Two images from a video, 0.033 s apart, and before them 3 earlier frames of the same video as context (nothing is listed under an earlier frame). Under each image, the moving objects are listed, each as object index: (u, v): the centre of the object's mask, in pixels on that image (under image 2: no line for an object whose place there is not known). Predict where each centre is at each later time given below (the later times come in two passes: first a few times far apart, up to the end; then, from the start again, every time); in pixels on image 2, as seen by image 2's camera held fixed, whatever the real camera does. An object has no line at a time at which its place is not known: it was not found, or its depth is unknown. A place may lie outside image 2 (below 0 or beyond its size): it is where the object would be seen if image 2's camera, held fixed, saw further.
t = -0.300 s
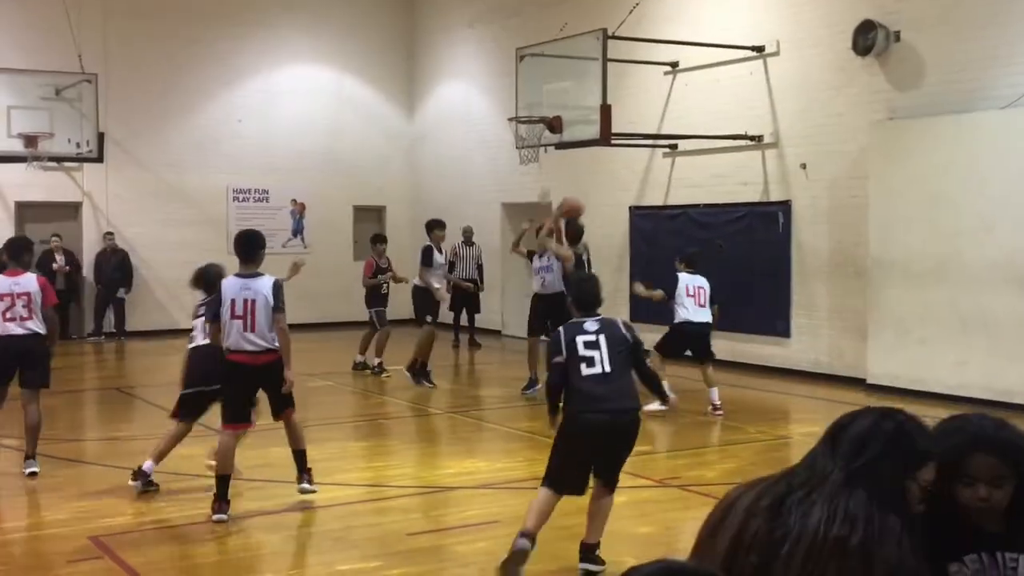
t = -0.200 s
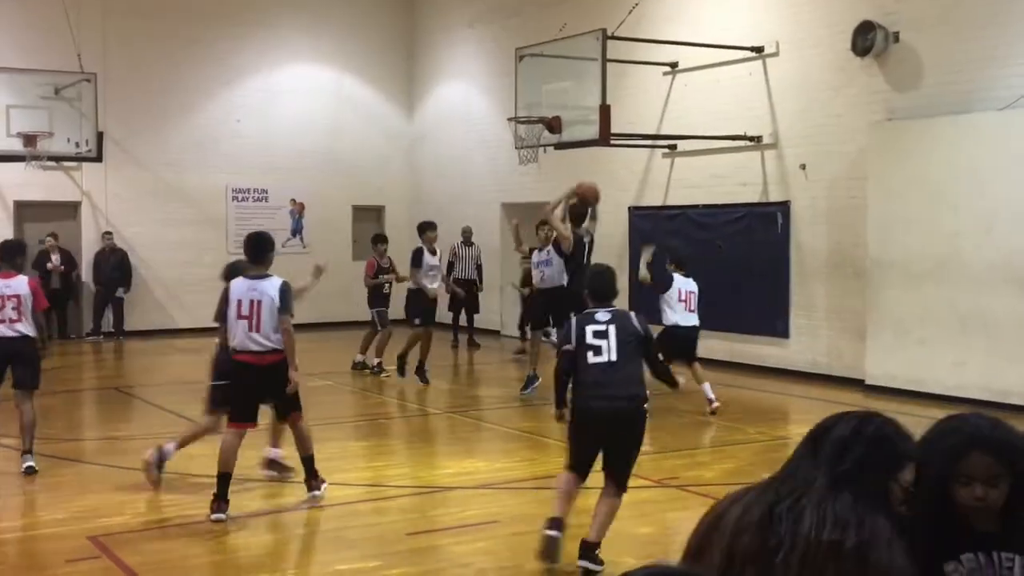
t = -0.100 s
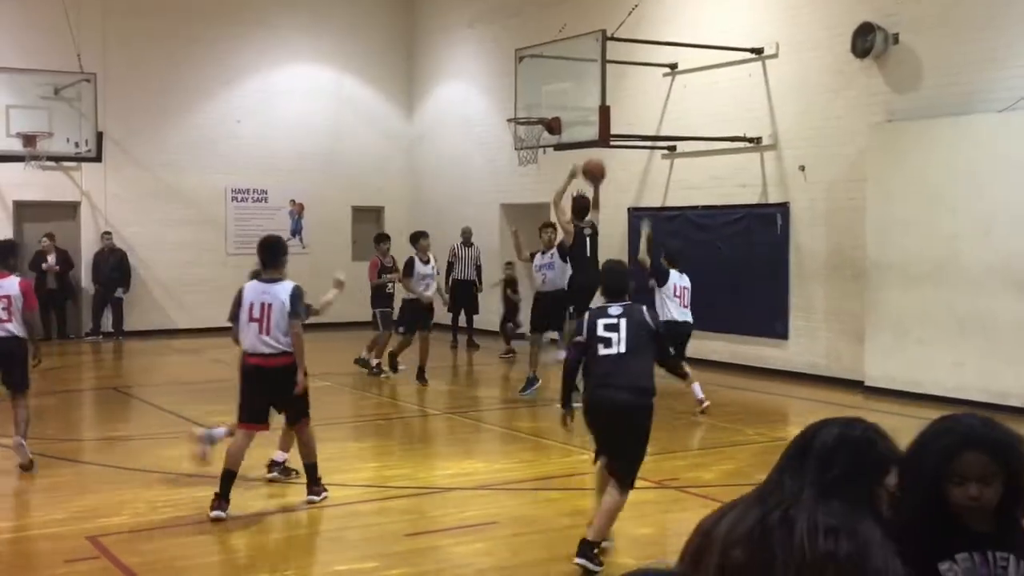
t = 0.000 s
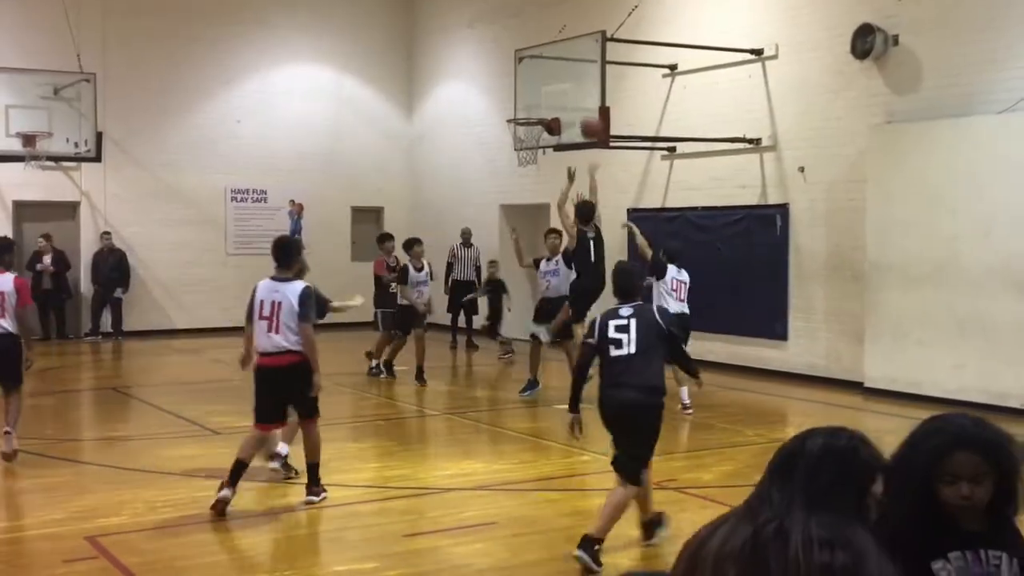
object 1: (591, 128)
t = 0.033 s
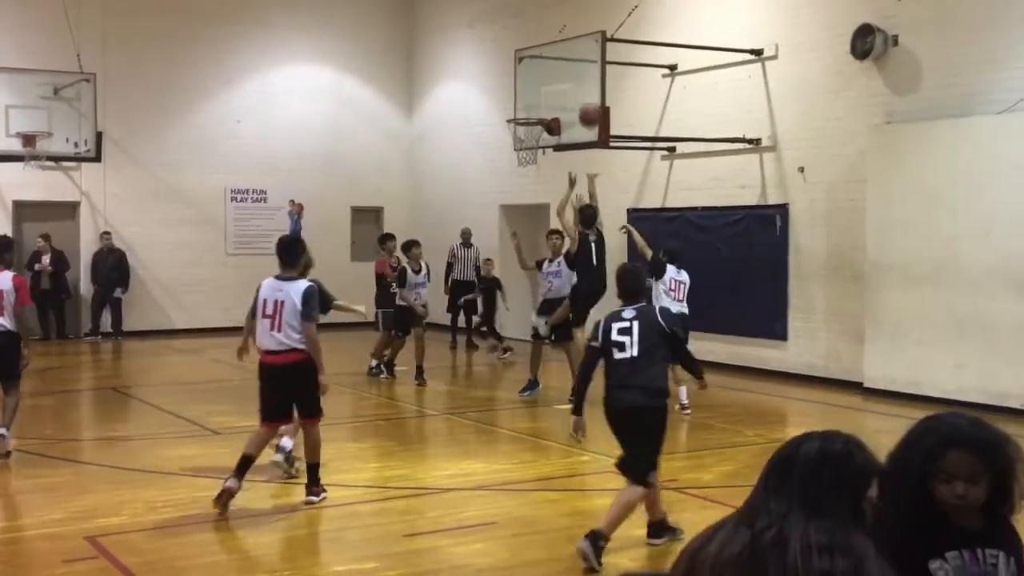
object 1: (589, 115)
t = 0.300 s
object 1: (579, 52)
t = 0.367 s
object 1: (577, 47)
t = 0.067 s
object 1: (588, 103)
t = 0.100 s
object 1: (587, 93)
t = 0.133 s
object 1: (586, 83)
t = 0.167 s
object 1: (585, 74)
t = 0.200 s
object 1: (583, 68)
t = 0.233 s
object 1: (582, 61)
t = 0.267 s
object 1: (581, 56)
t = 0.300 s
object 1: (579, 52)
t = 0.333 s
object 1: (578, 48)
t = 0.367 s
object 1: (577, 47)
